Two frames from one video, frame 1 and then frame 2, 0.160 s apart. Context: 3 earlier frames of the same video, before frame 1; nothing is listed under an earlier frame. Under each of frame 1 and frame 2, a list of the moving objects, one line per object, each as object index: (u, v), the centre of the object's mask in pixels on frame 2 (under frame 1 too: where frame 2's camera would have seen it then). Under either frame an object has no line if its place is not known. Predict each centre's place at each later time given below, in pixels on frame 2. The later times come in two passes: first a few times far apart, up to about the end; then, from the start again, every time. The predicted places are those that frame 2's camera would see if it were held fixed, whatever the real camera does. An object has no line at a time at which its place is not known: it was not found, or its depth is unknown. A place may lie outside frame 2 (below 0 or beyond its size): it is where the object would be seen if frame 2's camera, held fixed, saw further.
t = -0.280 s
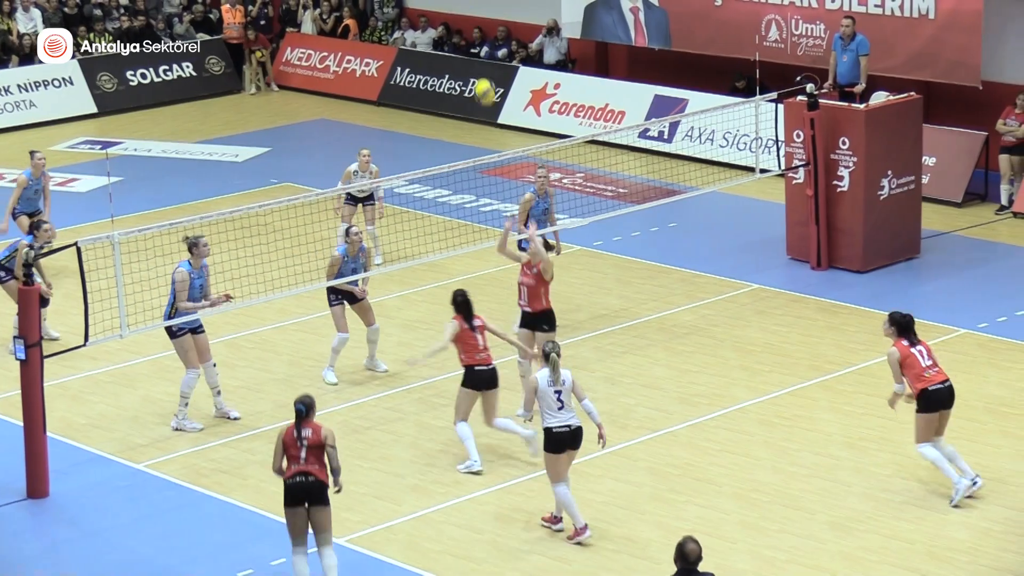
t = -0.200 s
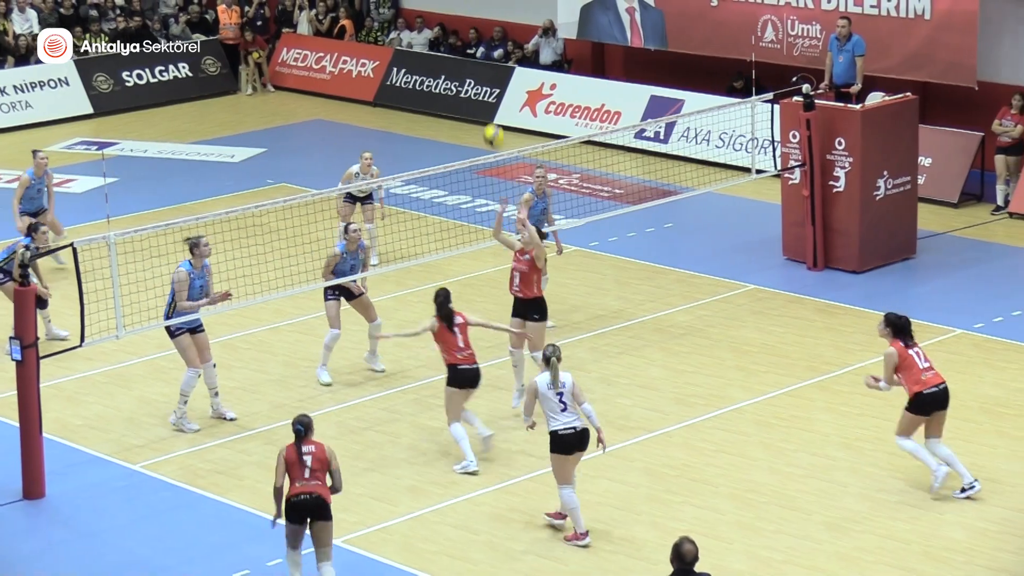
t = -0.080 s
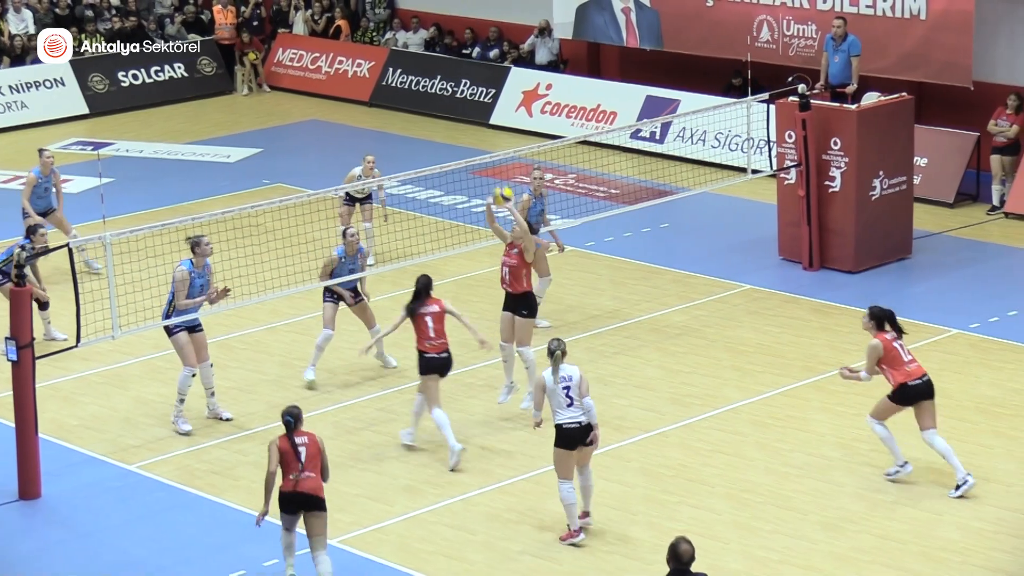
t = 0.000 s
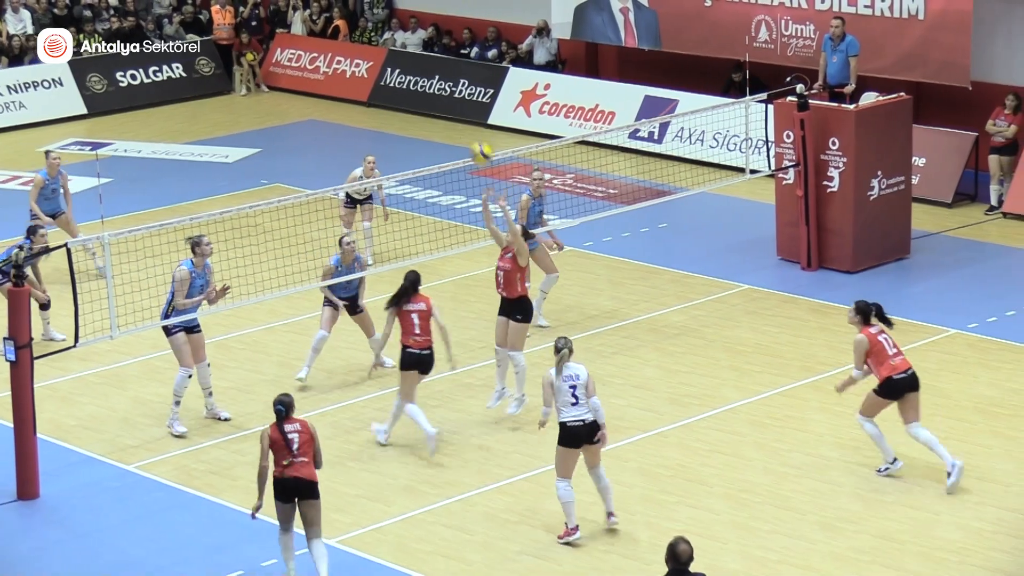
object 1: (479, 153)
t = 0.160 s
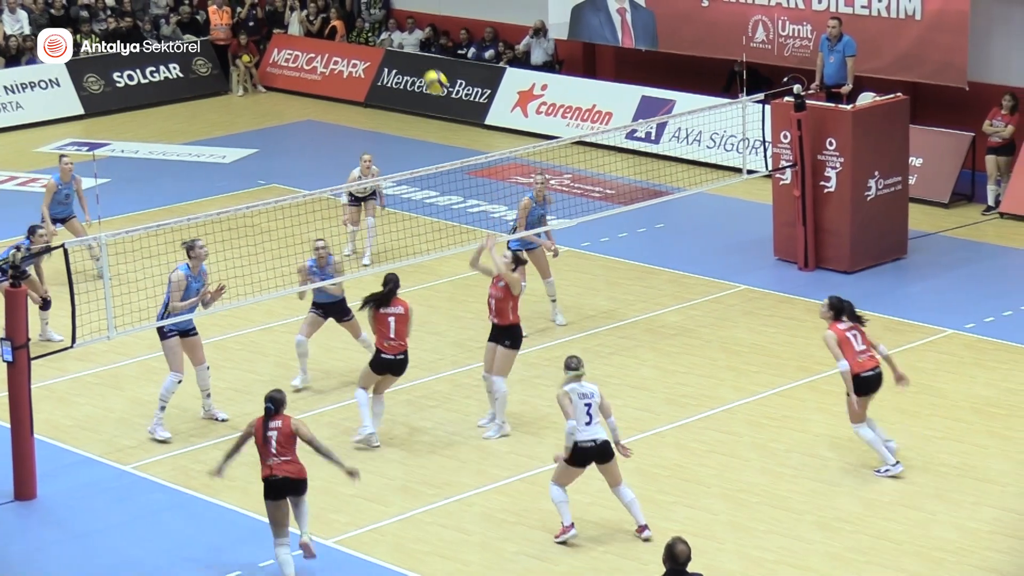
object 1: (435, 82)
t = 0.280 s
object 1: (402, 43)
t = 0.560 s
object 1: (328, 13)
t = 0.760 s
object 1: (275, 39)
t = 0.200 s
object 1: (424, 67)
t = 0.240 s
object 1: (414, 55)
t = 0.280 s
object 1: (402, 43)
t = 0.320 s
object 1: (391, 34)
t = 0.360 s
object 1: (381, 26)
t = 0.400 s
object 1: (370, 21)
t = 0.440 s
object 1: (358, 16)
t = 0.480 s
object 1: (349, 13)
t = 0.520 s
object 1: (338, 12)
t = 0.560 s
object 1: (328, 13)
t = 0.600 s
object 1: (317, 15)
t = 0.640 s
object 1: (307, 19)
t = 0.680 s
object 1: (296, 24)
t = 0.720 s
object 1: (285, 31)
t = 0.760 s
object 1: (275, 39)
